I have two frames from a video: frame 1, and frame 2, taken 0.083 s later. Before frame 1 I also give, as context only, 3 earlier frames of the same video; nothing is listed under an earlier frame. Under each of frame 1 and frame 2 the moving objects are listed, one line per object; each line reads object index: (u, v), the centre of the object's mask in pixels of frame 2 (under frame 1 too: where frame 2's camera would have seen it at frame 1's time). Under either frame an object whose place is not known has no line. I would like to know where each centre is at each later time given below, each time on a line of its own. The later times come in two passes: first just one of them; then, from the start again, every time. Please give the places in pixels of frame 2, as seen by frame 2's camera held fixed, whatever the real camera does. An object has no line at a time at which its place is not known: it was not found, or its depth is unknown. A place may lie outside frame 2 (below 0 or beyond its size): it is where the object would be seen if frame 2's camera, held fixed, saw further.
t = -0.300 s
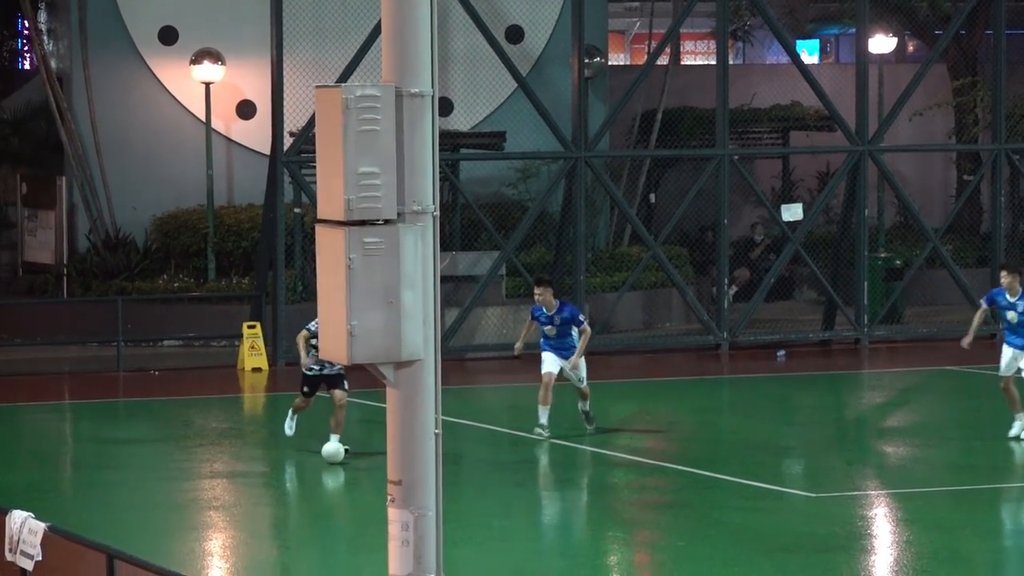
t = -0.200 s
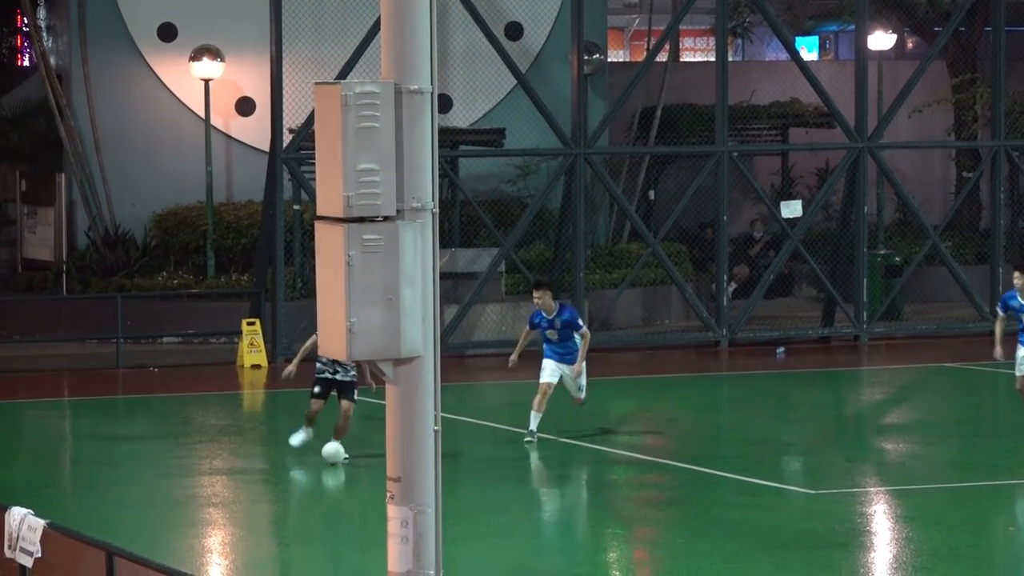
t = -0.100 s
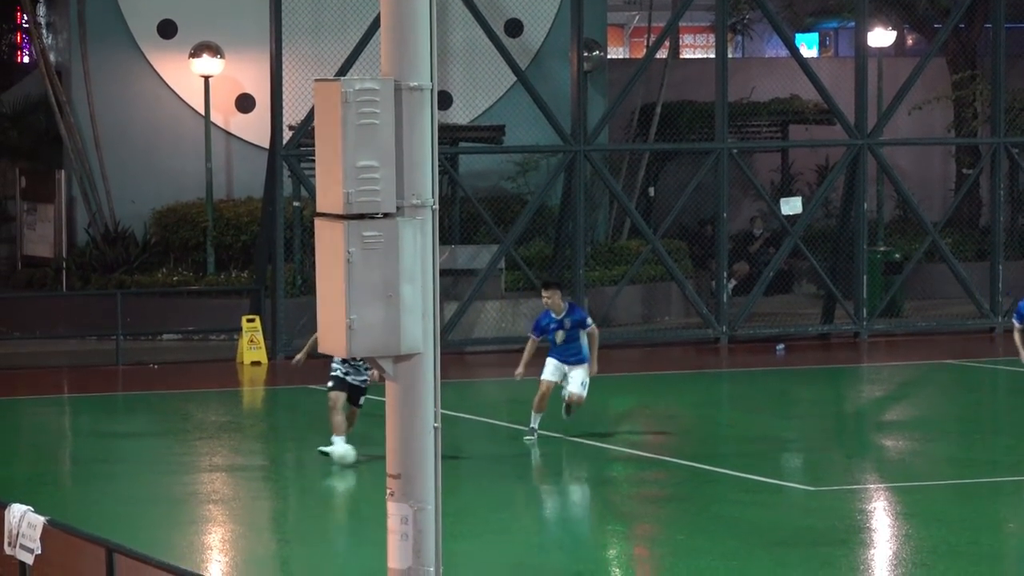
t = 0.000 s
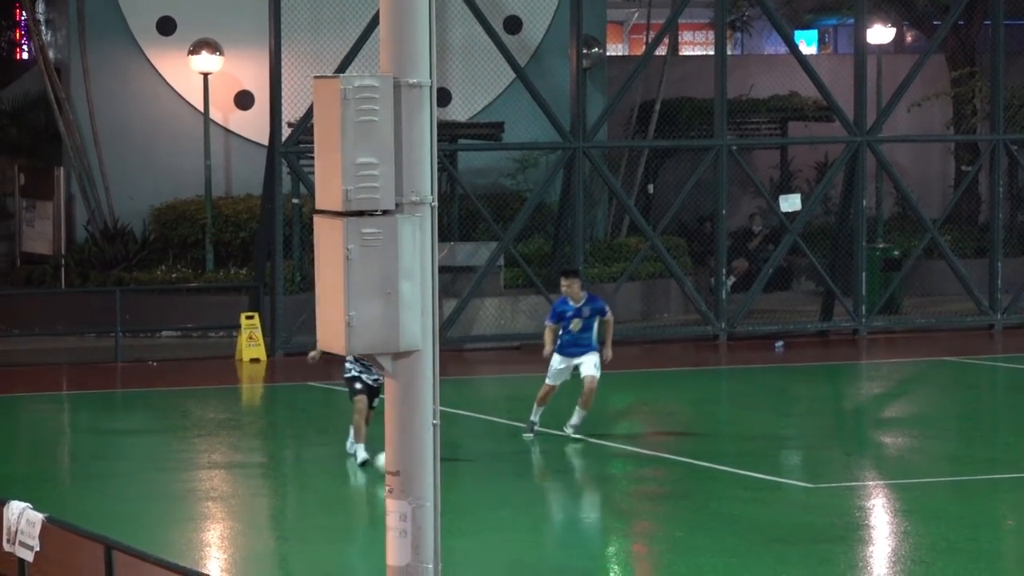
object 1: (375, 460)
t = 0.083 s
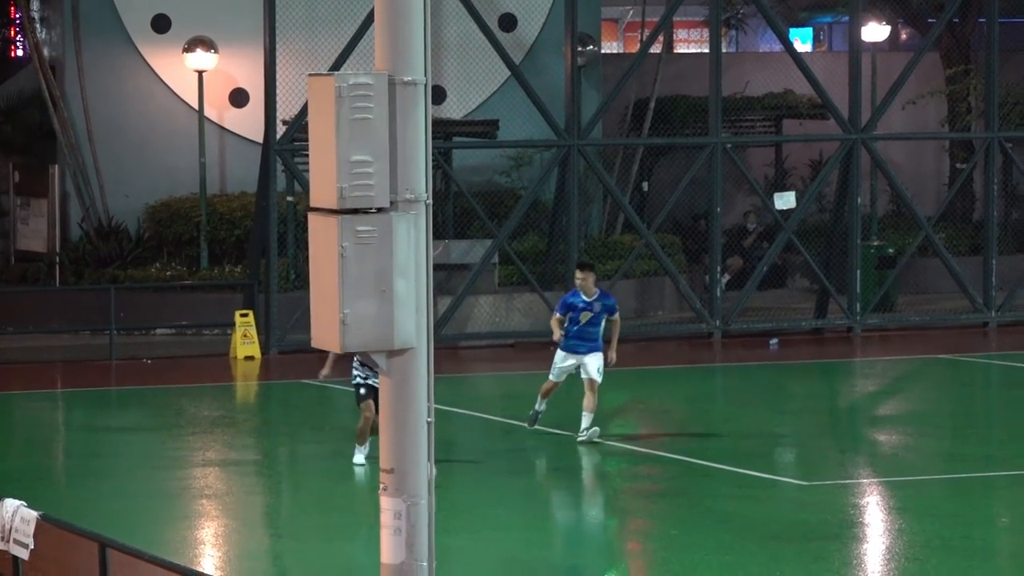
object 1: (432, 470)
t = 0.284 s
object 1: (520, 502)
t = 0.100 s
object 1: (438, 474)
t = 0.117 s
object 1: (442, 476)
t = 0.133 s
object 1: (446, 478)
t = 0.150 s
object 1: (454, 482)
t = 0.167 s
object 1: (462, 485)
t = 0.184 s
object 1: (470, 489)
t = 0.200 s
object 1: (478, 492)
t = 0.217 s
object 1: (486, 493)
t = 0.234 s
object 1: (495, 495)
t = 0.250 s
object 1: (503, 497)
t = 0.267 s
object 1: (512, 499)
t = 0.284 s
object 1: (520, 502)
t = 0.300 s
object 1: (529, 505)
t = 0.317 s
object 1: (538, 509)
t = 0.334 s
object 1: (547, 513)
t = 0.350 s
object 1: (556, 516)
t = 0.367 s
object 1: (564, 517)
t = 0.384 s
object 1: (573, 519)
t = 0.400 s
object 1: (582, 522)
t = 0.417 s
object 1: (590, 524)
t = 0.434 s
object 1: (599, 527)
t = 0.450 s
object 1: (609, 530)
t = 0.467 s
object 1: (618, 535)
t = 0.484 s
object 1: (627, 540)
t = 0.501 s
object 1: (636, 544)
